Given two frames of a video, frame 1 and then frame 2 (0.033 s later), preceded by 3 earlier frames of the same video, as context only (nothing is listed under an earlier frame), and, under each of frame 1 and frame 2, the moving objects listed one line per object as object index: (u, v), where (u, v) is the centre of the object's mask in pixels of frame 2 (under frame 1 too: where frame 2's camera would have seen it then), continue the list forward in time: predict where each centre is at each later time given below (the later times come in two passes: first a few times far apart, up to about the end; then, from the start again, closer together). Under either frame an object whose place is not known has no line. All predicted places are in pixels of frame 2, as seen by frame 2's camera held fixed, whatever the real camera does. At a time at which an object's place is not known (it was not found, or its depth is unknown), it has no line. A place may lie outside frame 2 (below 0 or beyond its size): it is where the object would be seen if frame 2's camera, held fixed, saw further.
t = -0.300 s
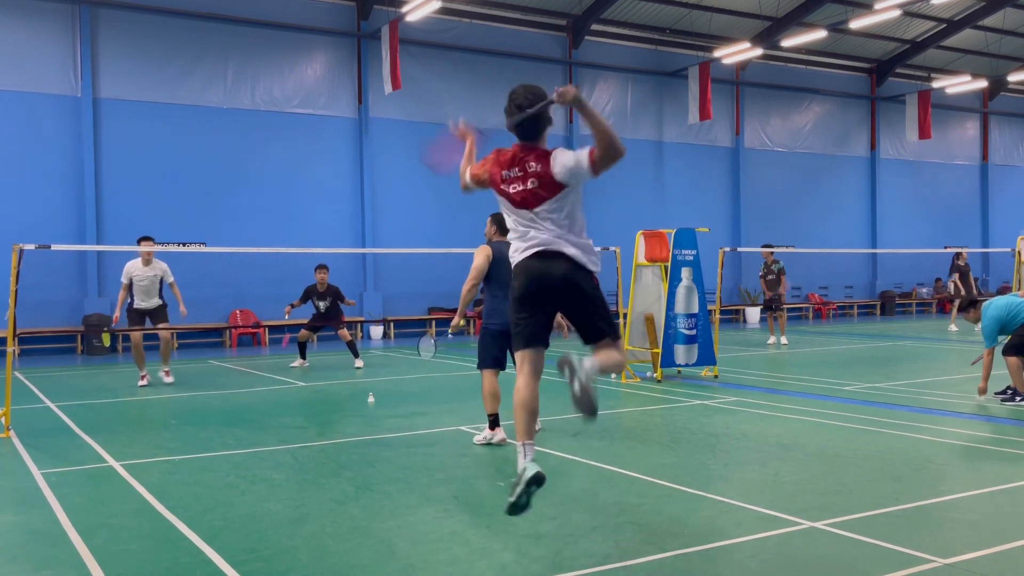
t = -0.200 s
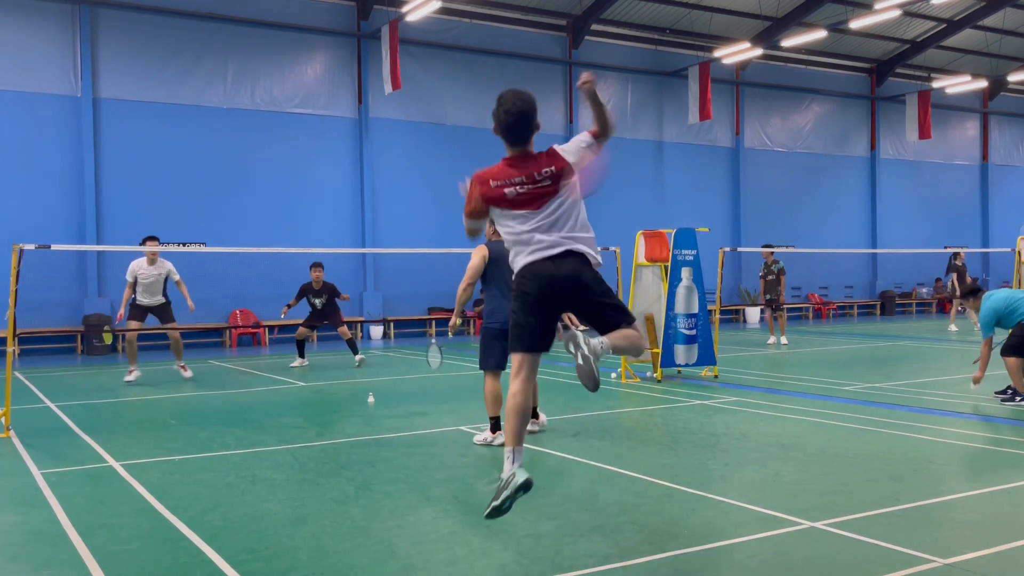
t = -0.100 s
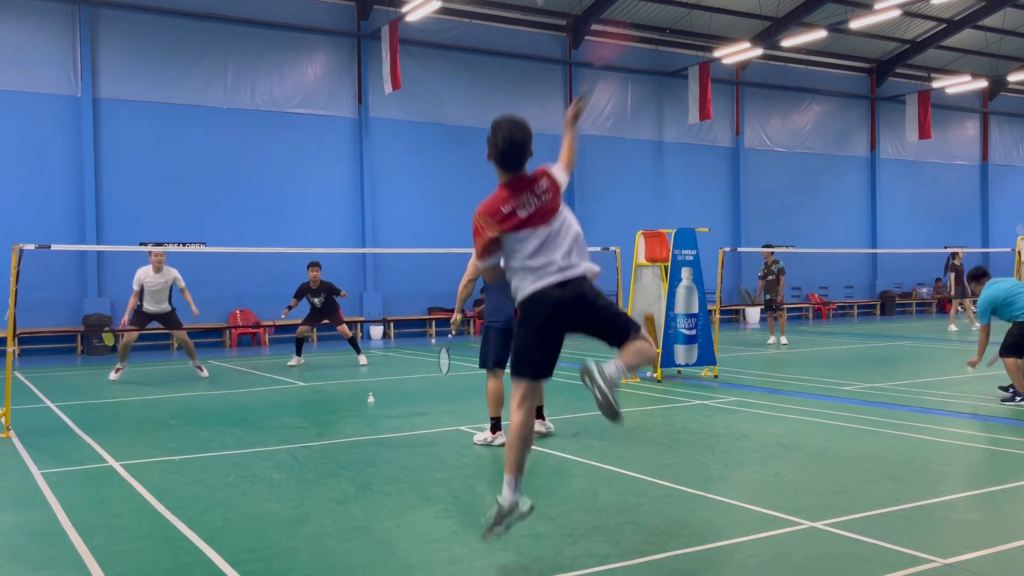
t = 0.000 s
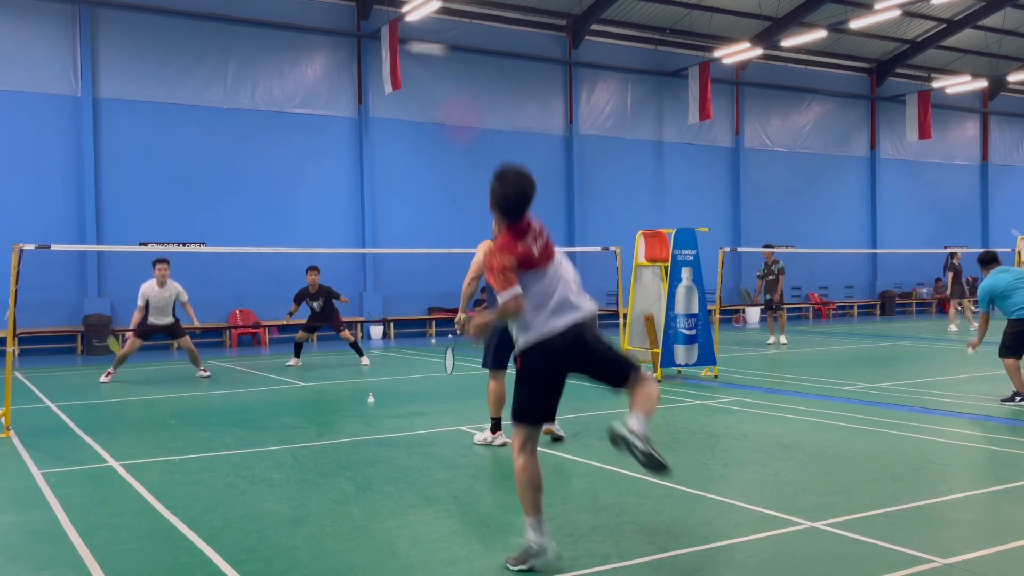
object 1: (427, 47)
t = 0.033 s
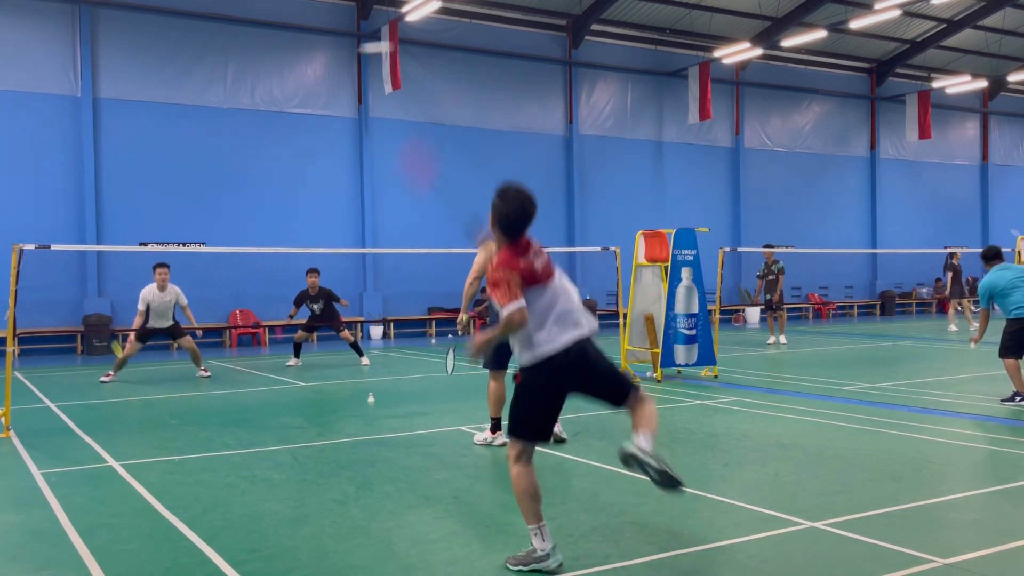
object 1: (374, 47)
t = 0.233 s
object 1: (210, 84)
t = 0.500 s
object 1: (118, 164)
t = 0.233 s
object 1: (210, 84)
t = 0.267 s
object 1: (195, 90)
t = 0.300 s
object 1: (180, 101)
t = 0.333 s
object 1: (167, 111)
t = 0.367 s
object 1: (156, 120)
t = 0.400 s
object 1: (145, 131)
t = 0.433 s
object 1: (135, 141)
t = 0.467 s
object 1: (126, 152)
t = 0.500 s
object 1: (118, 164)
